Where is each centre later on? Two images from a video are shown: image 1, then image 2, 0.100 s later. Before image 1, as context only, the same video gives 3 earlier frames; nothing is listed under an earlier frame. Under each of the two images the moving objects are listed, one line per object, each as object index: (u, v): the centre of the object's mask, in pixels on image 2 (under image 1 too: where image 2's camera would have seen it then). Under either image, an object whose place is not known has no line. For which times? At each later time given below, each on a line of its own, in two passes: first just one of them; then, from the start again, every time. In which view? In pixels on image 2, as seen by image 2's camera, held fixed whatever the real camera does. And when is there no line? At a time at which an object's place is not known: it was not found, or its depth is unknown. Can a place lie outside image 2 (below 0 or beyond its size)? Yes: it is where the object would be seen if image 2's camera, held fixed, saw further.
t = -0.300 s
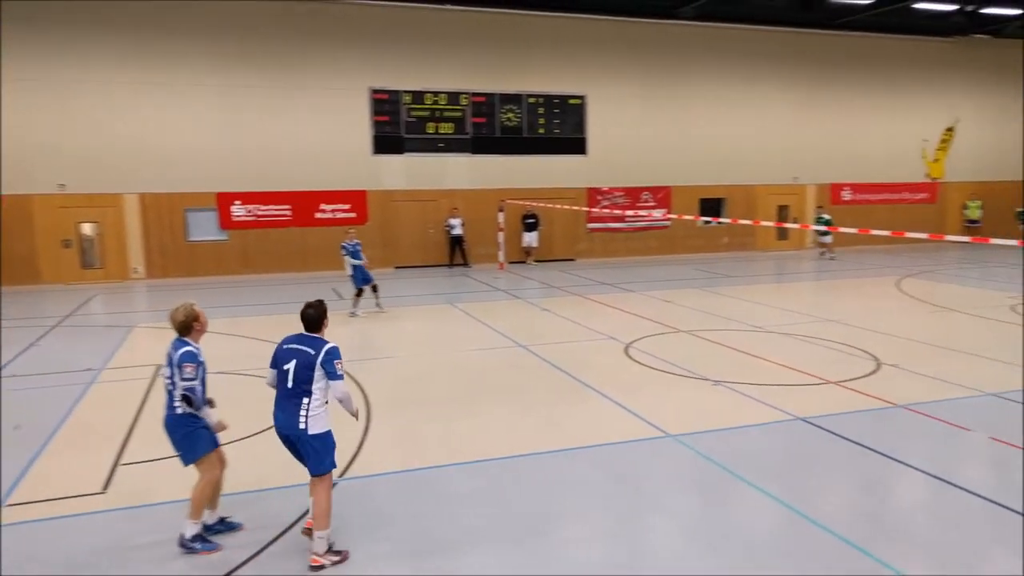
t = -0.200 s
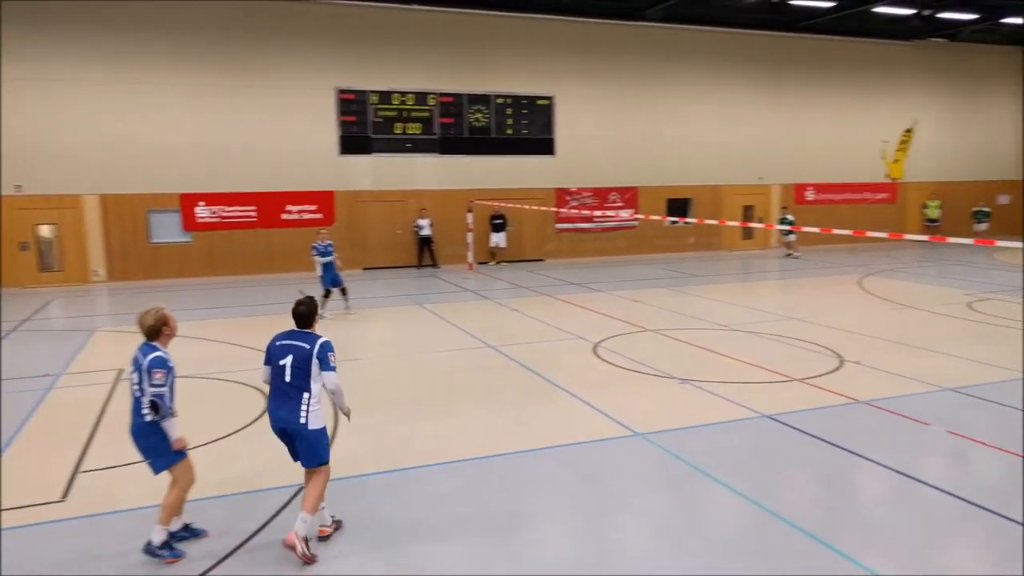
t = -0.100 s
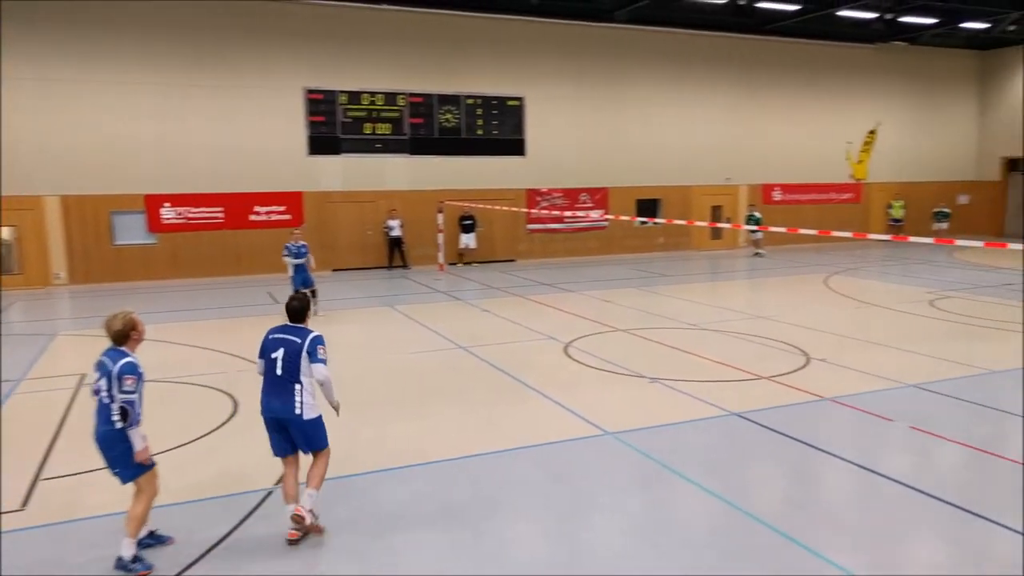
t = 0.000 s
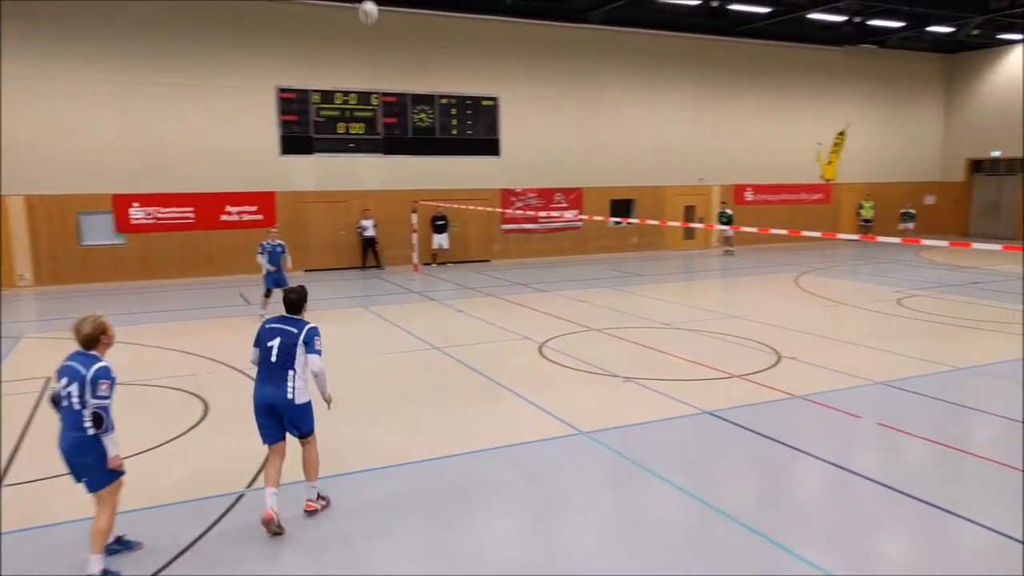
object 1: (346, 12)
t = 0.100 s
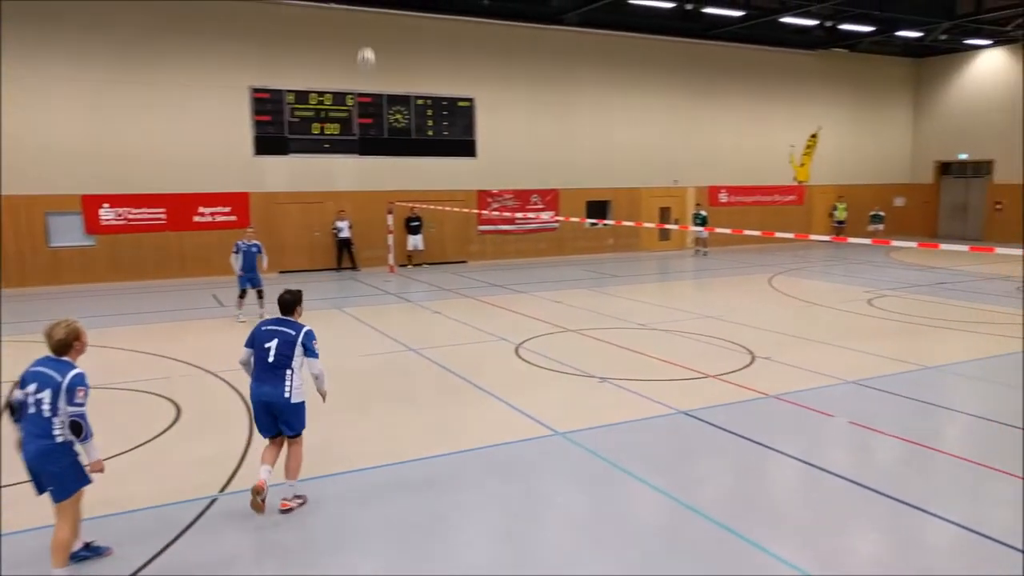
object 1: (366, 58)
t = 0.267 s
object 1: (395, 148)
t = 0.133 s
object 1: (373, 73)
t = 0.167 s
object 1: (378, 94)
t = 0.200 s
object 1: (383, 112)
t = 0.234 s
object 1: (389, 131)
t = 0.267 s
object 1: (395, 148)
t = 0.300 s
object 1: (401, 167)
